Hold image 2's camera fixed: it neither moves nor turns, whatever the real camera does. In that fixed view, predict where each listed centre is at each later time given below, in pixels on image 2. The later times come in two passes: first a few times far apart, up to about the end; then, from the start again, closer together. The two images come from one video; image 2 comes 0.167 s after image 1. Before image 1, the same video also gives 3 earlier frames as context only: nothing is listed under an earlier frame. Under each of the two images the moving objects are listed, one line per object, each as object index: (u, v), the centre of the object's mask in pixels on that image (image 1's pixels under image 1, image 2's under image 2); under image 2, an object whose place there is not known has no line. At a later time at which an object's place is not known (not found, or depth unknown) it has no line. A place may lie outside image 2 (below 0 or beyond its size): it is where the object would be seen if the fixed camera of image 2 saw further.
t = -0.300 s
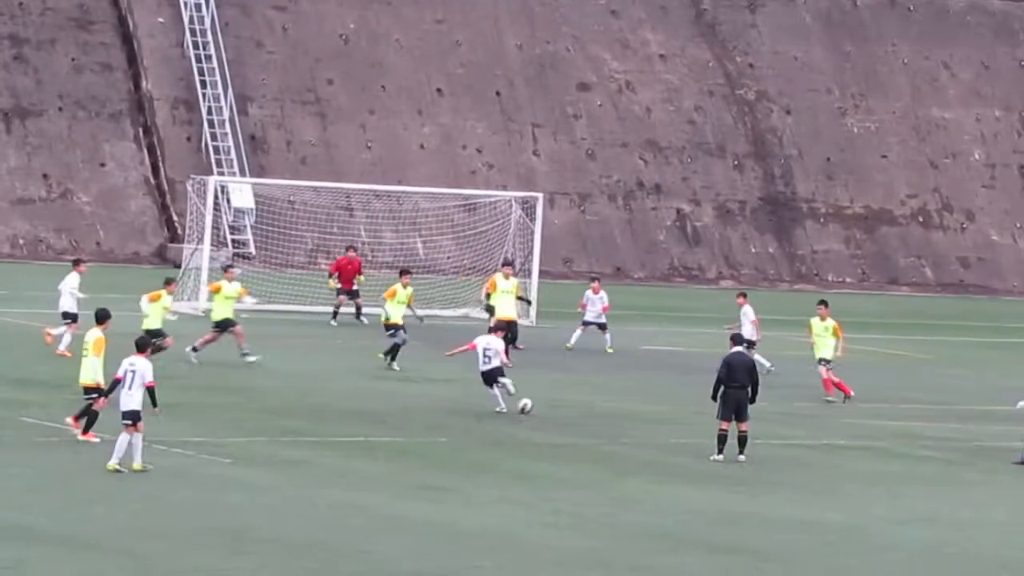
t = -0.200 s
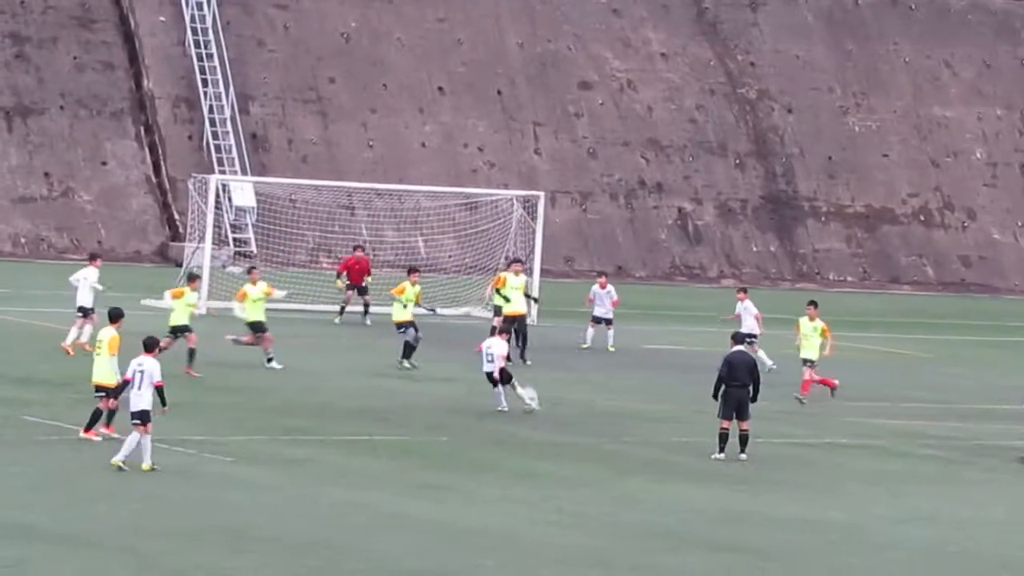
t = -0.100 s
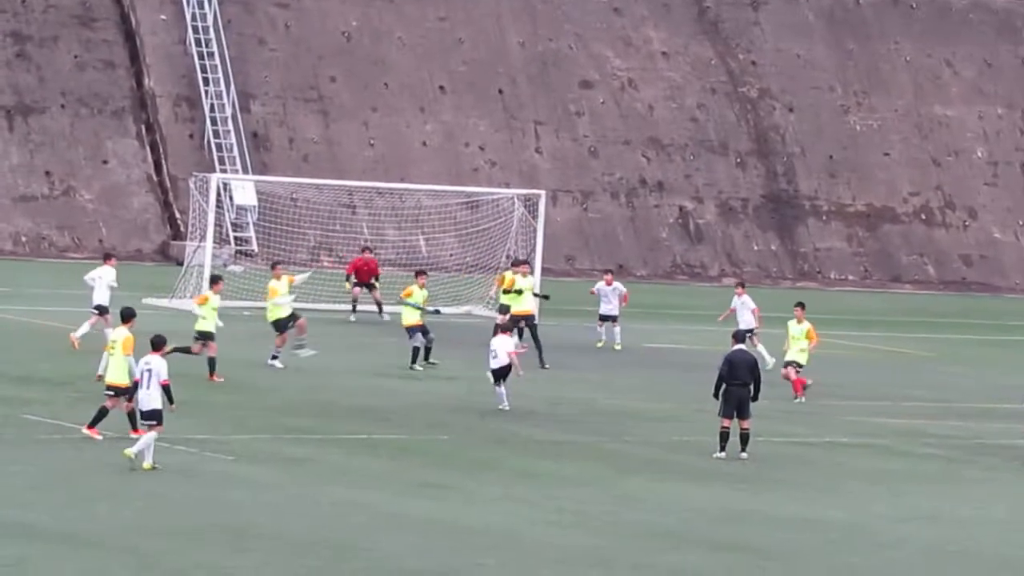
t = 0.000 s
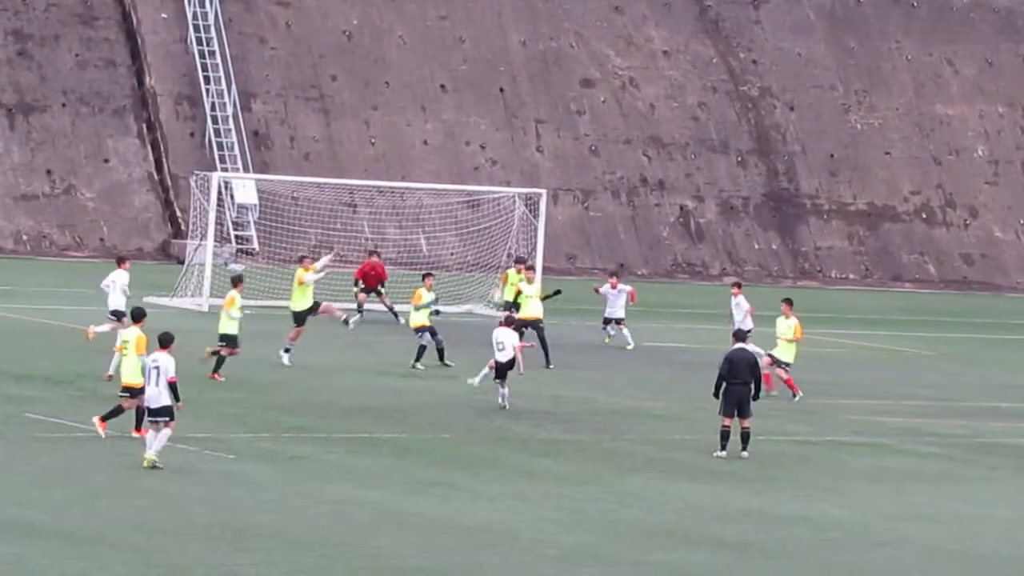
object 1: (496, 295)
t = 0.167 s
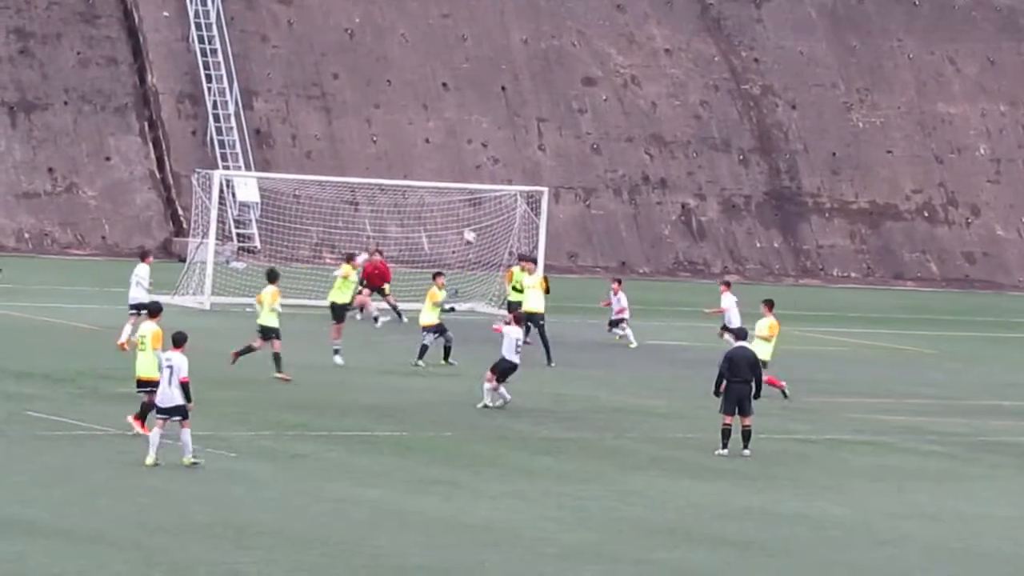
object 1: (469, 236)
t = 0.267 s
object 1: (451, 208)
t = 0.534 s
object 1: (405, 164)
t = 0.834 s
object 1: (354, 151)
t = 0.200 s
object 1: (464, 227)
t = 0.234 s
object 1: (457, 217)
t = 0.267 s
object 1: (451, 208)
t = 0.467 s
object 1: (417, 172)
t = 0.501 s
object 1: (411, 168)
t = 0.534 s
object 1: (405, 164)
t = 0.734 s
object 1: (371, 151)
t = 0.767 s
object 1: (365, 151)
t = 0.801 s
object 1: (359, 151)
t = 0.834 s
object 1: (354, 151)
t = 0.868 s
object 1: (348, 152)
